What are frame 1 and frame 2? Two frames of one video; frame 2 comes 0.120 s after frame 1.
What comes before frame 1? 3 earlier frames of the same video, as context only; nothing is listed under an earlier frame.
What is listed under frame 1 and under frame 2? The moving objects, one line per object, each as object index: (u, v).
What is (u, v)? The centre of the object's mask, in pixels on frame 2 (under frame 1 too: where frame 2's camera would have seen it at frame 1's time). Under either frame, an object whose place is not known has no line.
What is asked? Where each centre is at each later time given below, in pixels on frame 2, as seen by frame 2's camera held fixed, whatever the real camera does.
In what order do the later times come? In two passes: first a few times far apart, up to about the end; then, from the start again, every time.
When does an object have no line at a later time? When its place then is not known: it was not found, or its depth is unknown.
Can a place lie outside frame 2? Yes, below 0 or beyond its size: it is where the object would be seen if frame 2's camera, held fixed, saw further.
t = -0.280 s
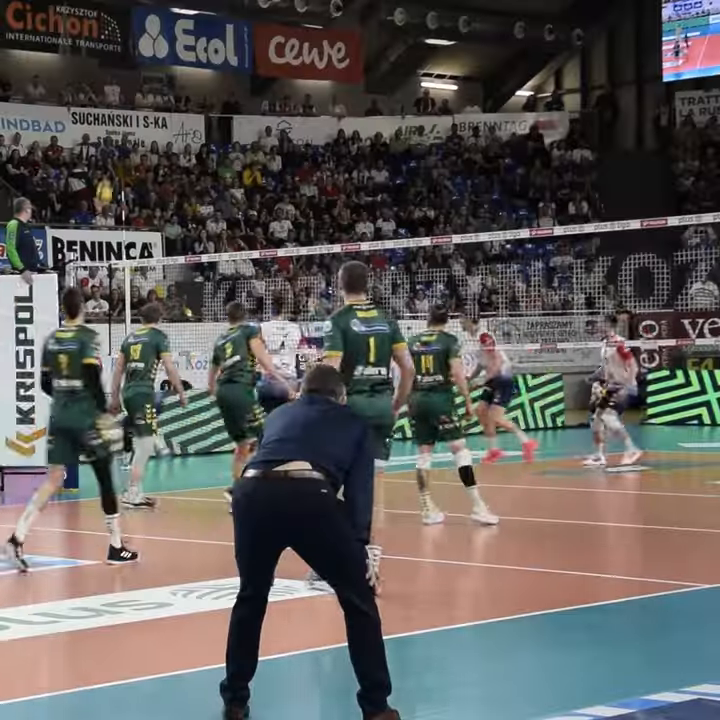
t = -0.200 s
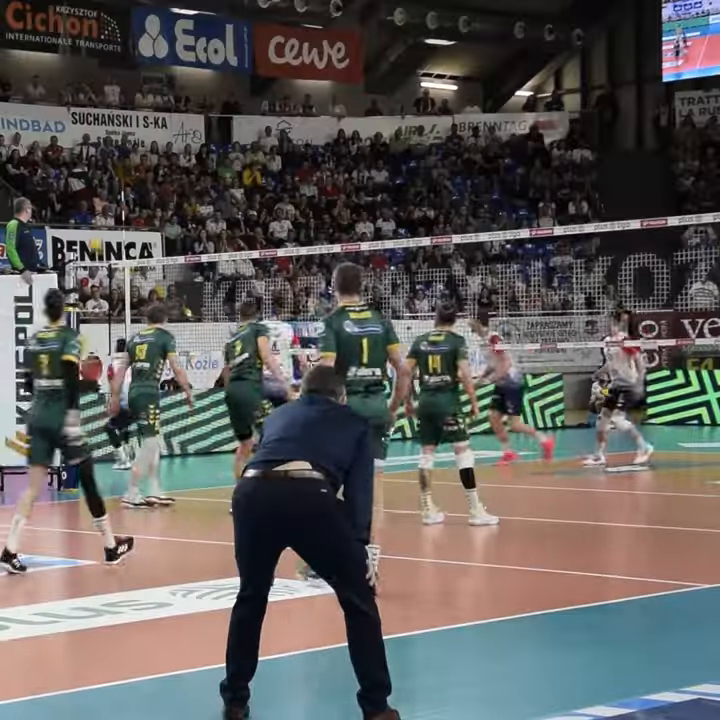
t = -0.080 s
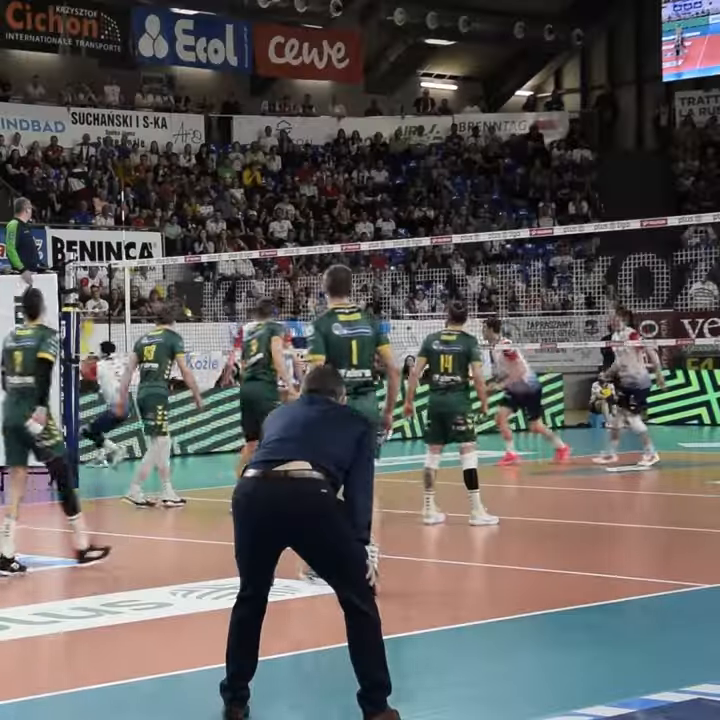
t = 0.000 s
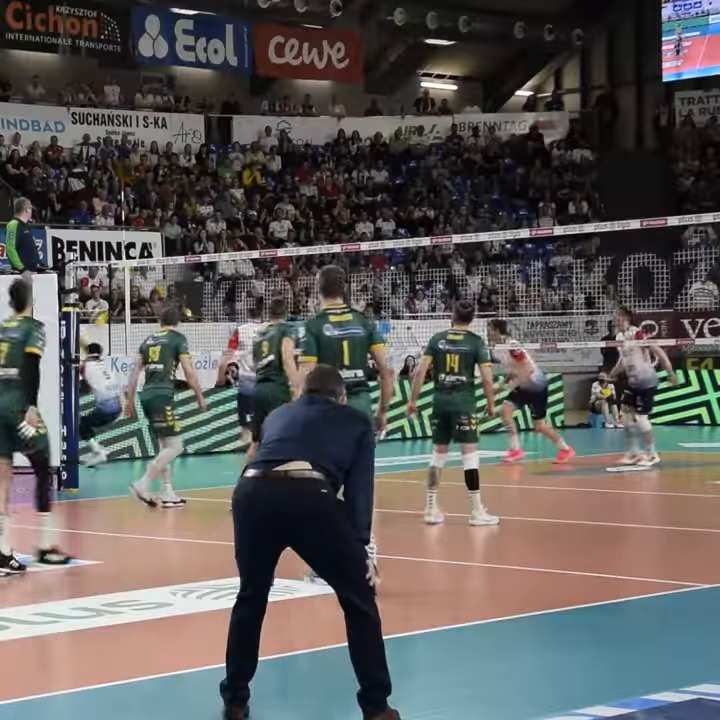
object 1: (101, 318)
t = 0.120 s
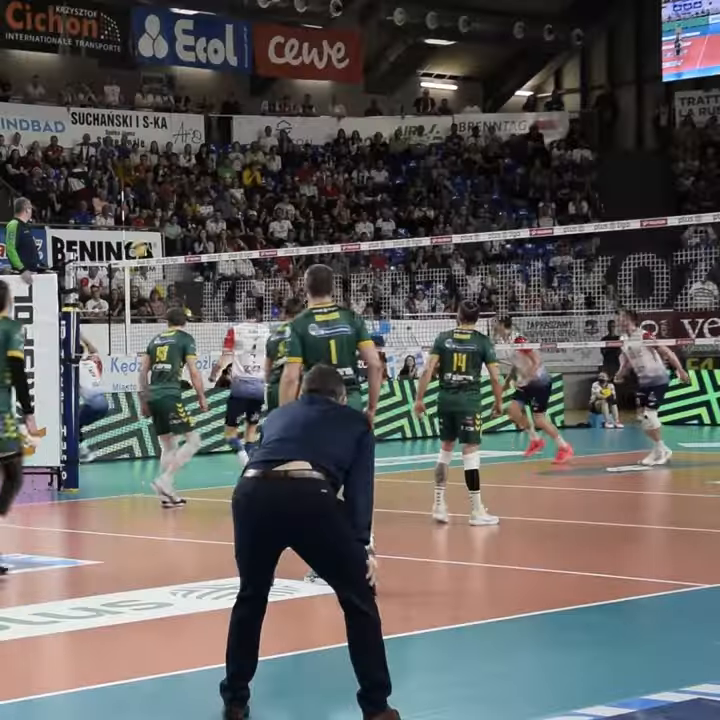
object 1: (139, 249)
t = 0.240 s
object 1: (181, 186)
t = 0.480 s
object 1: (269, 99)
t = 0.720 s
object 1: (364, 57)
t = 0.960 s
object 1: (462, 69)
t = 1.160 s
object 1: (547, 120)
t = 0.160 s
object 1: (154, 223)
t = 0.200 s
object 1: (167, 205)
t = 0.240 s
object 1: (181, 186)
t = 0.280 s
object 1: (196, 168)
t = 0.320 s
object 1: (210, 150)
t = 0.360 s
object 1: (225, 135)
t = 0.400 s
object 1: (239, 121)
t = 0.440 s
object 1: (255, 108)
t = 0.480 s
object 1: (269, 99)
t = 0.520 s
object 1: (284, 88)
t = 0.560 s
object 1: (300, 79)
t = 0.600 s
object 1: (317, 72)
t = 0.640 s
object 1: (332, 66)
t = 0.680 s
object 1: (349, 61)
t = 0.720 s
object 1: (364, 57)
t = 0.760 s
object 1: (379, 56)
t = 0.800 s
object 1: (396, 56)
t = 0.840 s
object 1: (413, 57)
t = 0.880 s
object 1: (428, 60)
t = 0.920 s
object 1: (444, 63)
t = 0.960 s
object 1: (462, 69)
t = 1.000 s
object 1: (478, 77)
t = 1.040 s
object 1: (495, 85)
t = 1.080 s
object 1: (511, 93)
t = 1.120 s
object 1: (528, 105)
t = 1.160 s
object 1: (547, 120)
